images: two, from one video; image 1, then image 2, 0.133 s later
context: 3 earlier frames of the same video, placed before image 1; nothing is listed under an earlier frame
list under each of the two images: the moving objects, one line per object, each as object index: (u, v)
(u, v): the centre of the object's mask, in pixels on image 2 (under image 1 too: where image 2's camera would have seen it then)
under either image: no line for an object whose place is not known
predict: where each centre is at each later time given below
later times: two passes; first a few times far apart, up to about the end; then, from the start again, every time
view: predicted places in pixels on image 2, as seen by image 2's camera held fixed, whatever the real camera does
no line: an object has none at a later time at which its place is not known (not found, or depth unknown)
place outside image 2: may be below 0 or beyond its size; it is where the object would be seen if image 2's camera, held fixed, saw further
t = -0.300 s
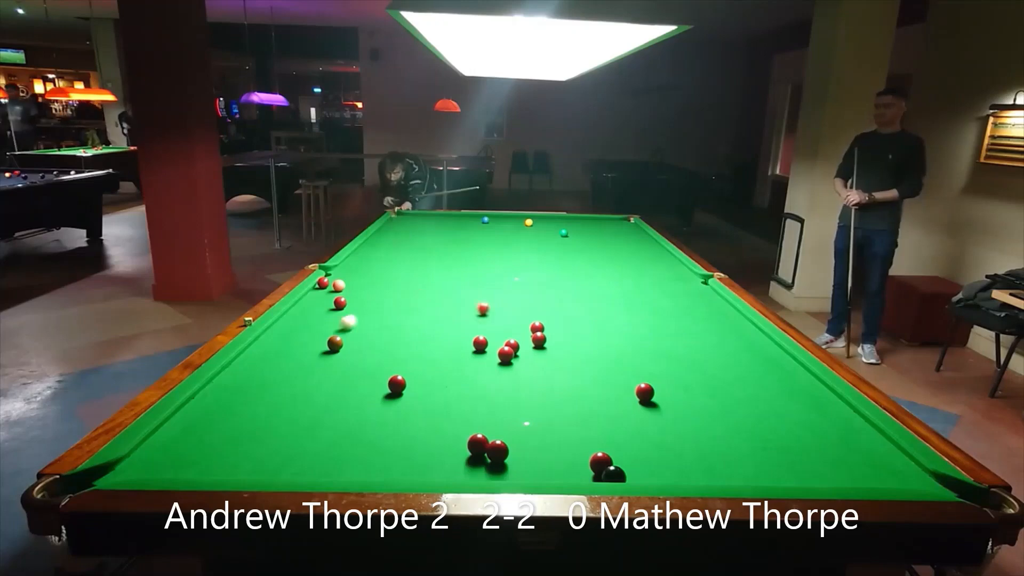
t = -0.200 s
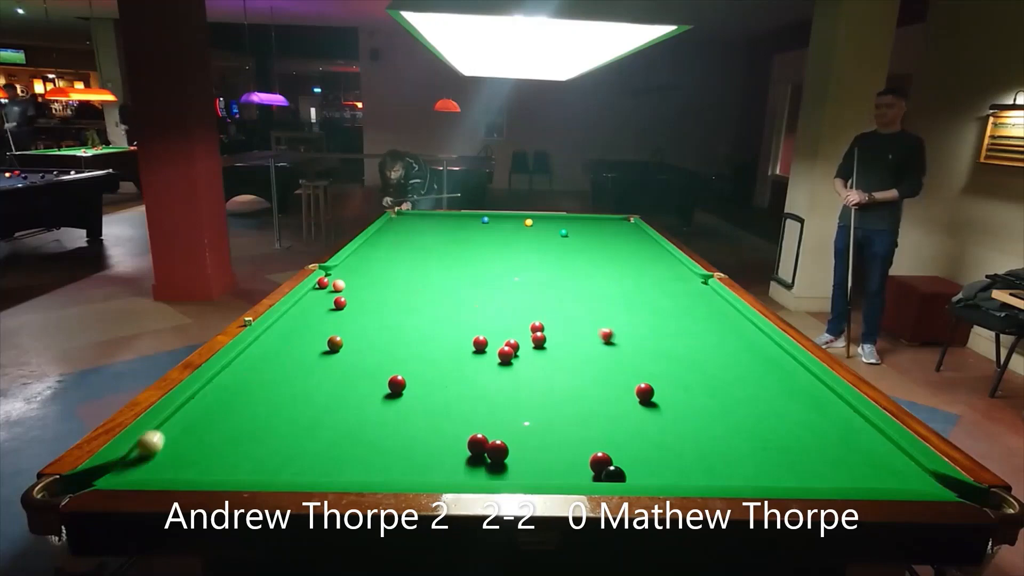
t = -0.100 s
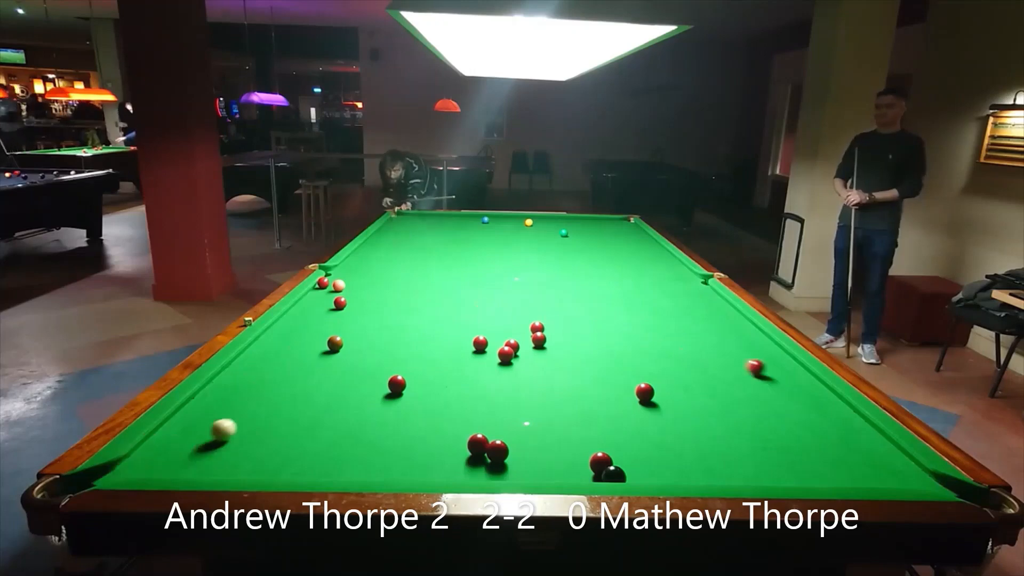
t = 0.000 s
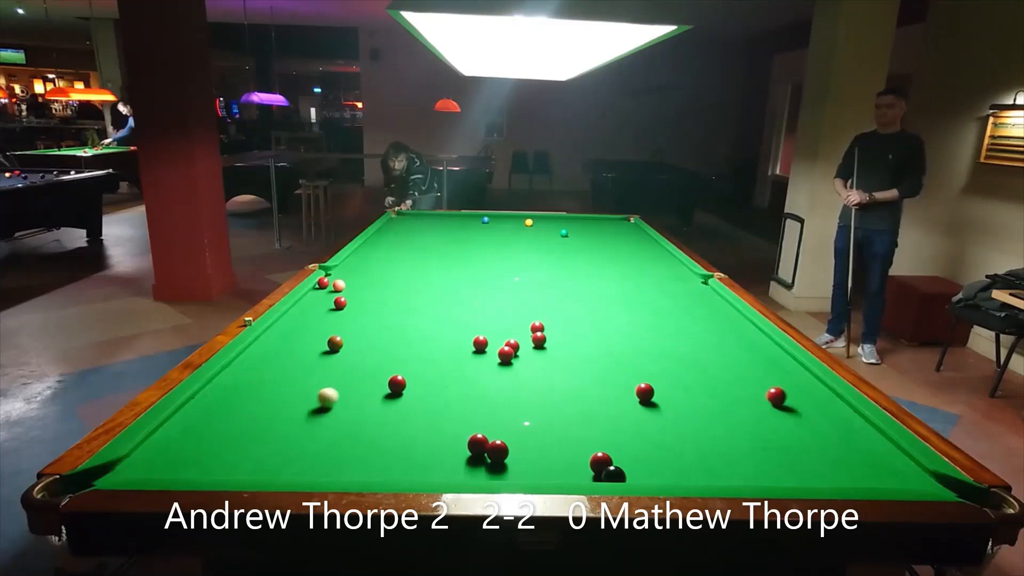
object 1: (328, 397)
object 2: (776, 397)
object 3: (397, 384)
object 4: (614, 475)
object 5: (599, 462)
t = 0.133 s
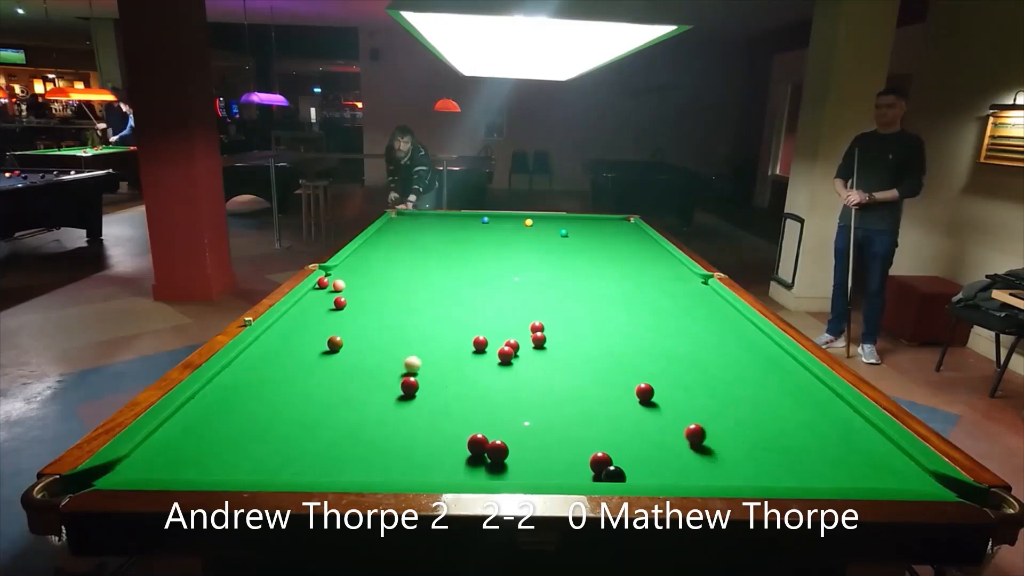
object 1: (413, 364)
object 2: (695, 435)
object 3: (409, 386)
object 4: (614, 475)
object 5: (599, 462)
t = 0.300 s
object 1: (469, 334)
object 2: (617, 470)
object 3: (431, 389)
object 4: (593, 473)
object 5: (584, 455)
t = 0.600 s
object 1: (527, 304)
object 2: (609, 473)
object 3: (436, 390)
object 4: (555, 470)
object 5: (546, 431)
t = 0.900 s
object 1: (555, 289)
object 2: (609, 473)
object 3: (436, 390)
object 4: (554, 470)
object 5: (544, 428)
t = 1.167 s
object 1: (566, 284)
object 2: (609, 473)
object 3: (436, 390)
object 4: (554, 470)
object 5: (544, 429)
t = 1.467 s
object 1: (567, 284)
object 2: (609, 474)
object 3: (436, 390)
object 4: (554, 470)
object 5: (544, 429)
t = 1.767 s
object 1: (567, 284)
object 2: (609, 473)
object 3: (436, 390)
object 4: (554, 470)
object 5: (544, 429)
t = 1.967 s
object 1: (567, 284)
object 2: (609, 473)
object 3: (436, 390)
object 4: (554, 470)
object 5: (544, 429)
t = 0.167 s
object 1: (423, 358)
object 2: (678, 442)
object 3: (414, 387)
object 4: (614, 475)
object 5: (599, 462)
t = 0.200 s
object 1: (439, 350)
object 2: (648, 456)
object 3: (420, 388)
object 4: (614, 475)
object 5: (599, 462)
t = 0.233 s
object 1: (450, 345)
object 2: (626, 465)
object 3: (424, 388)
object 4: (614, 475)
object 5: (599, 462)
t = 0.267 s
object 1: (458, 340)
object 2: (623, 467)
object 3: (427, 389)
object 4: (607, 474)
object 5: (594, 460)
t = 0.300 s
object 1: (469, 334)
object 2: (617, 470)
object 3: (431, 389)
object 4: (593, 473)
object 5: (584, 455)
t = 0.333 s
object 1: (478, 329)
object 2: (614, 471)
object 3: (433, 390)
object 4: (586, 472)
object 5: (578, 451)
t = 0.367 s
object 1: (484, 327)
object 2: (612, 472)
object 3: (434, 390)
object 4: (581, 471)
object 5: (573, 448)
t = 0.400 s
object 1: (493, 321)
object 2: (610, 473)
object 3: (436, 390)
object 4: (573, 471)
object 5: (566, 444)
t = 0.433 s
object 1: (500, 319)
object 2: (609, 473)
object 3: (436, 390)
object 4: (568, 470)
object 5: (561, 441)
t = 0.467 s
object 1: (505, 316)
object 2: (609, 473)
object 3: (436, 390)
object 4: (565, 470)
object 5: (558, 438)
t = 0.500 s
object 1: (512, 312)
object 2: (609, 474)
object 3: (436, 390)
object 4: (561, 470)
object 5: (553, 435)
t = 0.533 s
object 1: (517, 309)
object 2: (609, 474)
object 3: (436, 390)
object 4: (558, 470)
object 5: (550, 433)
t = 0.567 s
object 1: (521, 307)
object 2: (609, 473)
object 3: (436, 390)
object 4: (556, 470)
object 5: (548, 432)
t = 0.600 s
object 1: (527, 304)
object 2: (609, 473)
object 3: (436, 390)
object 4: (555, 470)
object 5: (546, 431)
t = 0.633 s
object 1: (532, 302)
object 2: (609, 473)
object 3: (436, 390)
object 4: (554, 470)
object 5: (545, 430)
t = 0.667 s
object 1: (534, 300)
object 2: (609, 473)
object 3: (436, 390)
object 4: (554, 470)
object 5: (544, 429)
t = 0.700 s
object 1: (539, 298)
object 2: (609, 473)
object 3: (436, 390)
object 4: (554, 470)
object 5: (543, 428)
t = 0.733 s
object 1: (543, 296)
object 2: (609, 473)
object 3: (436, 390)
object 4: (554, 470)
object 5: (543, 428)
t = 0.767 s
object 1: (545, 295)
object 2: (609, 473)
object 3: (436, 390)
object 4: (554, 470)
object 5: (544, 428)
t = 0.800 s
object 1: (548, 293)
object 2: (609, 473)
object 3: (436, 390)
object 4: (554, 470)
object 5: (544, 428)
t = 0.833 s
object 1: (551, 291)
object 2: (609, 473)
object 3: (436, 390)
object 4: (554, 470)
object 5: (544, 428)
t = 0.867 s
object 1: (553, 290)
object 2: (609, 473)
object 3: (436, 390)
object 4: (554, 470)
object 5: (544, 428)
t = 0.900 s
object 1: (555, 289)
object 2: (609, 473)
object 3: (436, 390)
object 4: (554, 470)
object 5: (544, 428)
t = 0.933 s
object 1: (558, 288)
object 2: (609, 473)
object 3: (436, 390)
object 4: (554, 470)
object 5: (544, 428)
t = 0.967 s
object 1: (559, 287)
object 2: (609, 473)
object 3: (436, 390)
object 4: (554, 470)
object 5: (544, 428)
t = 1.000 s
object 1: (561, 286)
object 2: (609, 473)
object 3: (436, 390)
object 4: (554, 470)
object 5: (544, 429)
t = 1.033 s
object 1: (562, 286)
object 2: (609, 473)
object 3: (436, 390)
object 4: (554, 470)
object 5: (544, 429)
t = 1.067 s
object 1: (563, 285)
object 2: (609, 473)
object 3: (436, 390)
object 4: (554, 470)
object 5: (544, 429)
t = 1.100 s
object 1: (564, 285)
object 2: (609, 473)
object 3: (436, 390)
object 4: (554, 470)
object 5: (544, 429)
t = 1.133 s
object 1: (565, 284)
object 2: (609, 473)
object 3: (436, 390)
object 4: (554, 470)
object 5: (544, 429)
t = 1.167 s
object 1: (566, 284)
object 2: (609, 473)
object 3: (436, 390)
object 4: (554, 470)
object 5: (544, 429)
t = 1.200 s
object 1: (567, 284)
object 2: (609, 473)
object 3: (436, 390)
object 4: (554, 470)
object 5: (544, 429)
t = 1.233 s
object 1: (567, 284)
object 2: (609, 474)
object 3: (436, 390)
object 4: (554, 470)
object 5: (544, 429)
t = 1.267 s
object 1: (567, 284)
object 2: (609, 474)
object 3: (436, 390)
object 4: (554, 470)
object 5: (544, 429)
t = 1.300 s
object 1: (567, 284)
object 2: (609, 474)
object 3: (436, 390)
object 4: (554, 470)
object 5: (544, 429)
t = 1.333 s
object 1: (567, 284)
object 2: (609, 474)
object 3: (436, 390)
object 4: (554, 470)
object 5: (544, 429)
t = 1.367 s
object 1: (567, 284)
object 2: (609, 473)
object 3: (436, 390)
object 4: (554, 470)
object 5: (544, 429)
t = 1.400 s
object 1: (567, 284)
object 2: (609, 473)
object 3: (436, 390)
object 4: (554, 470)
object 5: (544, 429)
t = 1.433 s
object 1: (567, 284)
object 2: (609, 474)
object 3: (436, 390)
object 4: (554, 470)
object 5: (544, 429)
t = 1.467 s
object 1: (567, 284)
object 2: (609, 474)
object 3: (436, 390)
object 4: (554, 470)
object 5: (544, 429)
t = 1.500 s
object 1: (567, 284)
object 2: (609, 473)
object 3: (436, 390)
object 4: (554, 470)
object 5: (544, 429)
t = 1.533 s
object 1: (567, 284)
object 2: (609, 473)
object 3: (436, 390)
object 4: (554, 470)
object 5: (544, 429)
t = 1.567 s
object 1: (568, 284)
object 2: (609, 473)
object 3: (436, 390)
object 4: (554, 470)
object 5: (544, 429)
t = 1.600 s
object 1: (567, 284)
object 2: (609, 473)
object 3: (436, 390)
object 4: (554, 470)
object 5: (544, 429)
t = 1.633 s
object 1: (567, 284)
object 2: (609, 473)
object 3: (436, 390)
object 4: (554, 470)
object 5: (544, 429)
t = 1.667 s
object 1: (568, 284)
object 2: (609, 473)
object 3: (436, 390)
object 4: (554, 470)
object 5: (544, 429)
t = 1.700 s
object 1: (567, 284)
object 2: (609, 473)
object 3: (436, 390)
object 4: (554, 470)
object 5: (544, 429)
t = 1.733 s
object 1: (567, 284)
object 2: (609, 473)
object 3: (436, 390)
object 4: (554, 470)
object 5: (544, 429)
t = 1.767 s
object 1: (567, 284)
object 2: (609, 473)
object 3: (436, 390)
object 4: (554, 470)
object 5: (544, 429)
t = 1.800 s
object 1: (567, 284)
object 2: (609, 473)
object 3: (436, 390)
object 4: (554, 470)
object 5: (544, 429)
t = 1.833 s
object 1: (567, 284)
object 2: (609, 473)
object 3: (436, 390)
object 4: (554, 470)
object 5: (544, 429)
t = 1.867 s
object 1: (567, 284)
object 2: (609, 473)
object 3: (436, 390)
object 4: (554, 470)
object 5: (544, 429)
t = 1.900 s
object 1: (567, 284)
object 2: (609, 473)
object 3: (436, 390)
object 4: (554, 470)
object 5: (544, 429)
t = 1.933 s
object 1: (567, 284)
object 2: (609, 473)
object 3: (436, 390)
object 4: (554, 470)
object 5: (544, 429)
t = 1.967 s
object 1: (567, 284)
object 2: (609, 473)
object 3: (436, 390)
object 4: (554, 470)
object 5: (544, 429)
